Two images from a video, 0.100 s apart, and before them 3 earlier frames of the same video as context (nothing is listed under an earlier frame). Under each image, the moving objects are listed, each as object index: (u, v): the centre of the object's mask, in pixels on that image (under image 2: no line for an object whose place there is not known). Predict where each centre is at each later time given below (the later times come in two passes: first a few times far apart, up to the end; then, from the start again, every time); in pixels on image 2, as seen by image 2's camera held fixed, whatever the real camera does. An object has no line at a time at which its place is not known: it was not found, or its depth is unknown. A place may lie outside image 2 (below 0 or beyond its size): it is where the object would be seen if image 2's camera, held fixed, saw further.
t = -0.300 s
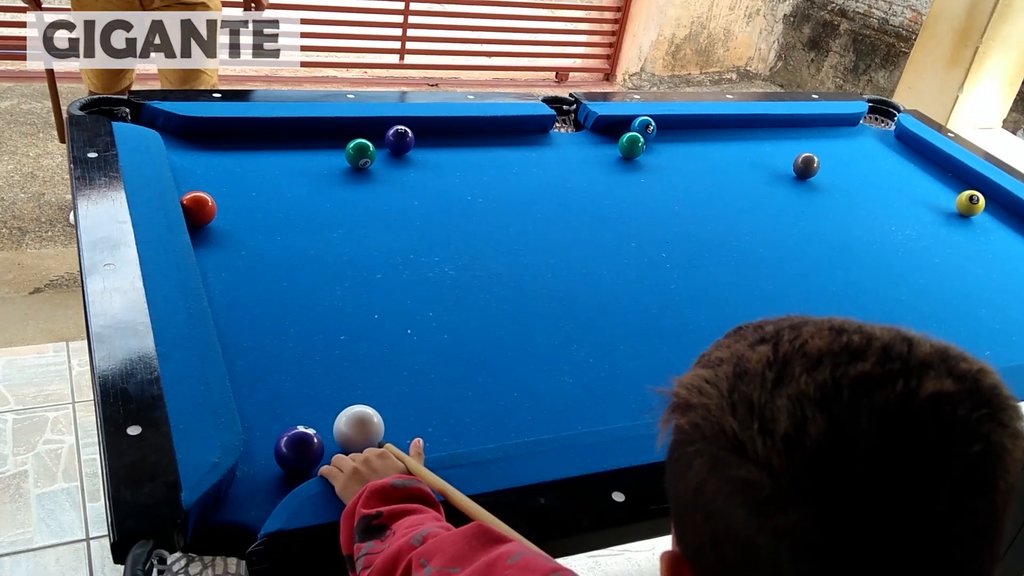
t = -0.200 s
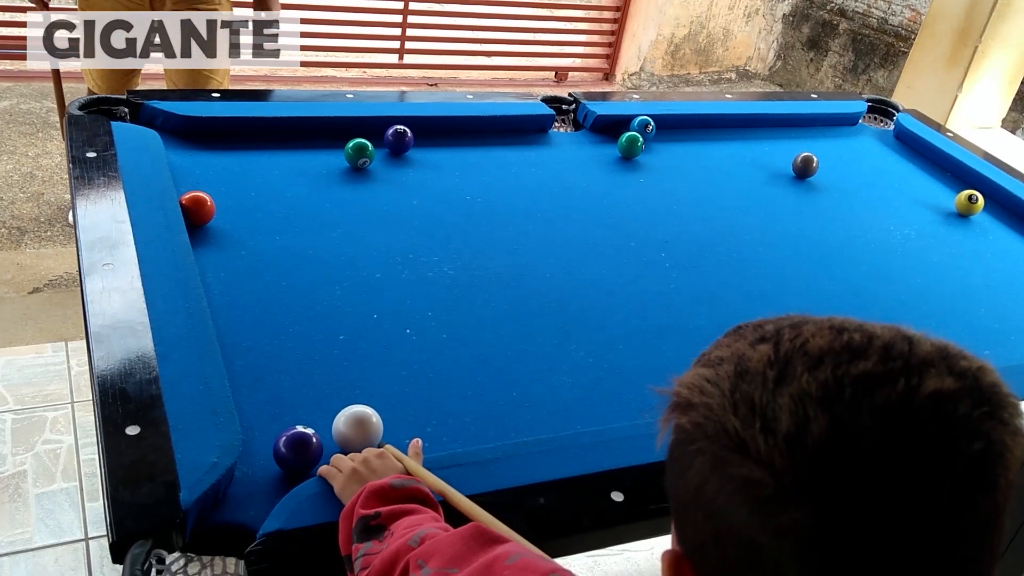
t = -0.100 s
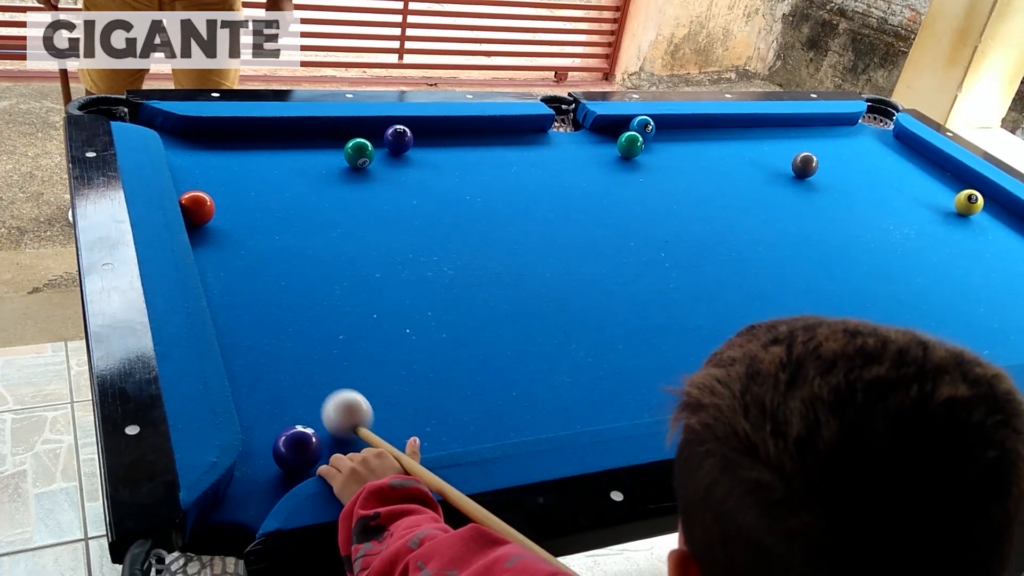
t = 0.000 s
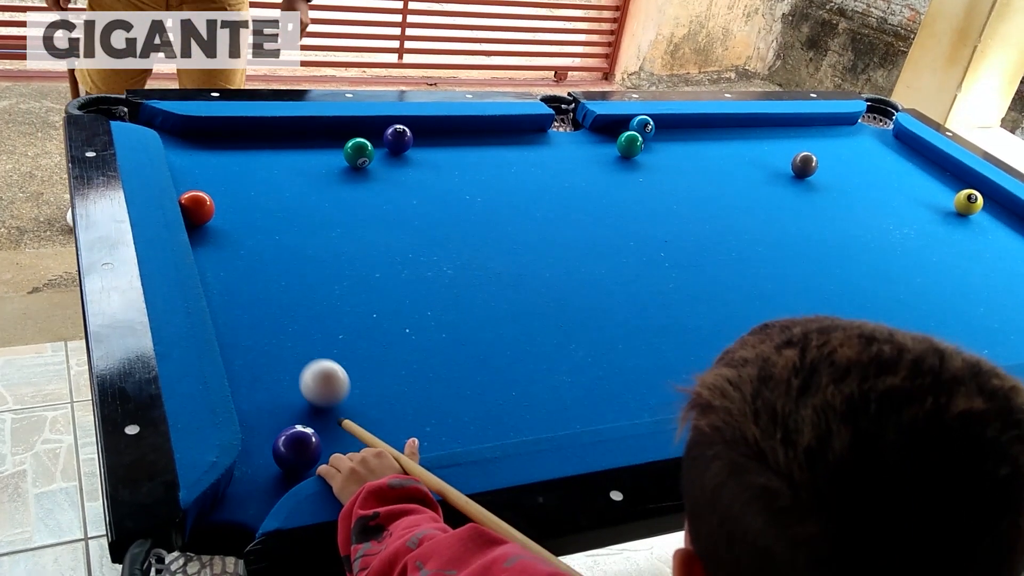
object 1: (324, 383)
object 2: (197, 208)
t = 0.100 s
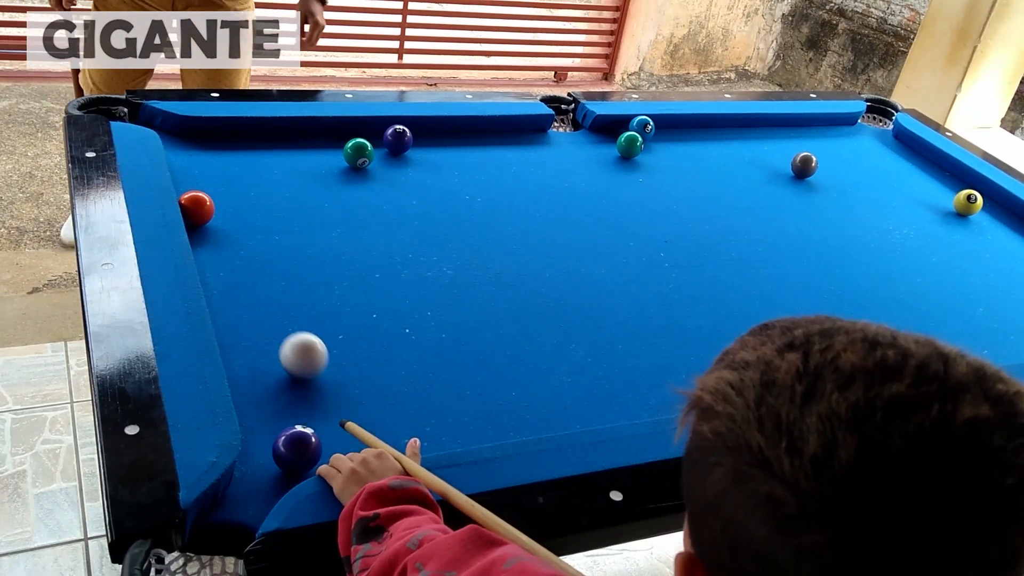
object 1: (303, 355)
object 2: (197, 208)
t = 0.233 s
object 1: (278, 321)
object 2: (196, 208)
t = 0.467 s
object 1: (239, 268)
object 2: (196, 208)
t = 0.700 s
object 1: (206, 225)
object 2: (193, 200)
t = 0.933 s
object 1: (203, 215)
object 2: (192, 181)
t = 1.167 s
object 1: (206, 209)
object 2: (190, 161)
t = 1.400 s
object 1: (209, 204)
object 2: (189, 143)
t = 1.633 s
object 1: (210, 200)
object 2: (187, 133)
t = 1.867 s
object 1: (211, 197)
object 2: (181, 142)
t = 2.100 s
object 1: (212, 196)
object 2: (179, 149)
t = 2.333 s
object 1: (212, 196)
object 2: (185, 154)
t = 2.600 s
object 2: (190, 152)
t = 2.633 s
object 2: (191, 157)
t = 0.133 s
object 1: (297, 346)
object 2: (197, 208)
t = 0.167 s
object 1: (290, 337)
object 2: (196, 208)
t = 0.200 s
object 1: (284, 329)
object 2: (196, 208)
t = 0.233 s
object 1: (278, 321)
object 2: (196, 208)
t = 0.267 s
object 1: (272, 313)
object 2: (196, 208)
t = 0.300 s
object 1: (266, 305)
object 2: (196, 208)
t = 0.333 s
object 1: (260, 297)
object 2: (196, 208)
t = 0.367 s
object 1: (255, 290)
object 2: (197, 208)
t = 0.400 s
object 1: (249, 282)
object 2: (197, 208)
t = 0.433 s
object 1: (244, 275)
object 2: (196, 208)
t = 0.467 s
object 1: (239, 268)
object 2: (196, 208)
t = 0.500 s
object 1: (233, 261)
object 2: (196, 208)
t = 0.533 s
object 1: (228, 255)
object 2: (196, 208)
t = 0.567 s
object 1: (223, 248)
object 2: (196, 208)
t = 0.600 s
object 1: (218, 242)
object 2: (196, 208)
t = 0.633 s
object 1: (214, 235)
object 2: (195, 206)
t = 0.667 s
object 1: (209, 229)
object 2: (194, 203)
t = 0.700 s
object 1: (206, 225)
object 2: (193, 200)
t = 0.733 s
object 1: (204, 224)
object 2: (193, 196)
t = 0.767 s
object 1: (203, 221)
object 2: (193, 194)
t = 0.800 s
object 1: (202, 220)
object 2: (192, 191)
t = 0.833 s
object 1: (202, 219)
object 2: (192, 189)
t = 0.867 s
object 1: (202, 218)
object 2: (192, 186)
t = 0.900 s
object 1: (202, 217)
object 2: (192, 184)
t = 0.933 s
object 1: (203, 215)
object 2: (192, 181)
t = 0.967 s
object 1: (203, 214)
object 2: (191, 179)
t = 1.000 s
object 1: (204, 213)
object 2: (191, 175)
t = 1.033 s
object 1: (204, 212)
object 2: (191, 173)
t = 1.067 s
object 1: (205, 212)
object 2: (191, 170)
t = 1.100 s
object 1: (205, 210)
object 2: (191, 166)
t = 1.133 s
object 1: (206, 210)
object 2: (190, 164)
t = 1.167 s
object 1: (206, 209)
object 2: (190, 161)
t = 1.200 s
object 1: (206, 208)
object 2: (190, 158)
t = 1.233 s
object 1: (207, 207)
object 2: (190, 156)
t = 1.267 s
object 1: (207, 206)
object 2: (190, 153)
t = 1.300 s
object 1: (207, 206)
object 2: (189, 151)
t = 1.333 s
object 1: (208, 205)
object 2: (189, 148)
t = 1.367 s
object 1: (208, 204)
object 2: (189, 146)
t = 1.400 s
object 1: (209, 204)
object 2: (189, 143)
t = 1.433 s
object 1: (209, 203)
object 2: (189, 141)
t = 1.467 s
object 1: (209, 202)
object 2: (188, 138)
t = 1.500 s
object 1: (209, 202)
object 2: (189, 136)
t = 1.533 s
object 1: (209, 201)
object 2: (188, 133)
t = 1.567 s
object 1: (210, 201)
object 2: (188, 131)
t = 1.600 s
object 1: (210, 200)
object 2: (187, 131)
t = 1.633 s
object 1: (210, 200)
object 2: (187, 133)
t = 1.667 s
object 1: (210, 200)
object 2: (186, 134)
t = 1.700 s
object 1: (210, 199)
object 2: (185, 135)
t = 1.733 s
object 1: (211, 199)
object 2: (184, 137)
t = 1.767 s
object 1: (211, 198)
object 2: (183, 138)
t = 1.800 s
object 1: (211, 198)
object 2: (182, 139)
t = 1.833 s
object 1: (211, 198)
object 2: (182, 141)
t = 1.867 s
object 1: (211, 197)
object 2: (181, 142)
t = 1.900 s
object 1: (211, 197)
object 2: (180, 143)
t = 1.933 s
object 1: (212, 197)
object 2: (179, 145)
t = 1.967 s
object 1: (212, 197)
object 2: (179, 146)
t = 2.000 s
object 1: (212, 197)
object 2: (178, 147)
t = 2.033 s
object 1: (212, 196)
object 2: (178, 148)
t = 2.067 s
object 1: (212, 196)
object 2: (178, 148)
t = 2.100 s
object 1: (212, 196)
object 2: (179, 149)
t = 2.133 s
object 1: (212, 195)
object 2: (180, 149)
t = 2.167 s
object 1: (211, 195)
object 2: (180, 150)
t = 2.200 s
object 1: (211, 195)
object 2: (181, 151)
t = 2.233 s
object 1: (212, 196)
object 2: (182, 152)
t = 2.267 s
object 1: (212, 196)
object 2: (183, 153)
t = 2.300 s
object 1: (212, 196)
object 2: (184, 153)
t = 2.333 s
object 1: (212, 196)
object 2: (185, 154)
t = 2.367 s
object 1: (211, 196)
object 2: (185, 155)
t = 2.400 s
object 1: (211, 196)
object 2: (186, 155)
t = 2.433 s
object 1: (211, 196)
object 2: (187, 155)
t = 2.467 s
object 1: (212, 193)
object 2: (188, 153)
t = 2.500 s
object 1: (211, 192)
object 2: (189, 153)
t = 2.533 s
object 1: (211, 191)
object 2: (188, 152)
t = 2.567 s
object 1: (211, 191)
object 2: (189, 153)
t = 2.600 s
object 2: (190, 152)
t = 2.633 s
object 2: (191, 157)
